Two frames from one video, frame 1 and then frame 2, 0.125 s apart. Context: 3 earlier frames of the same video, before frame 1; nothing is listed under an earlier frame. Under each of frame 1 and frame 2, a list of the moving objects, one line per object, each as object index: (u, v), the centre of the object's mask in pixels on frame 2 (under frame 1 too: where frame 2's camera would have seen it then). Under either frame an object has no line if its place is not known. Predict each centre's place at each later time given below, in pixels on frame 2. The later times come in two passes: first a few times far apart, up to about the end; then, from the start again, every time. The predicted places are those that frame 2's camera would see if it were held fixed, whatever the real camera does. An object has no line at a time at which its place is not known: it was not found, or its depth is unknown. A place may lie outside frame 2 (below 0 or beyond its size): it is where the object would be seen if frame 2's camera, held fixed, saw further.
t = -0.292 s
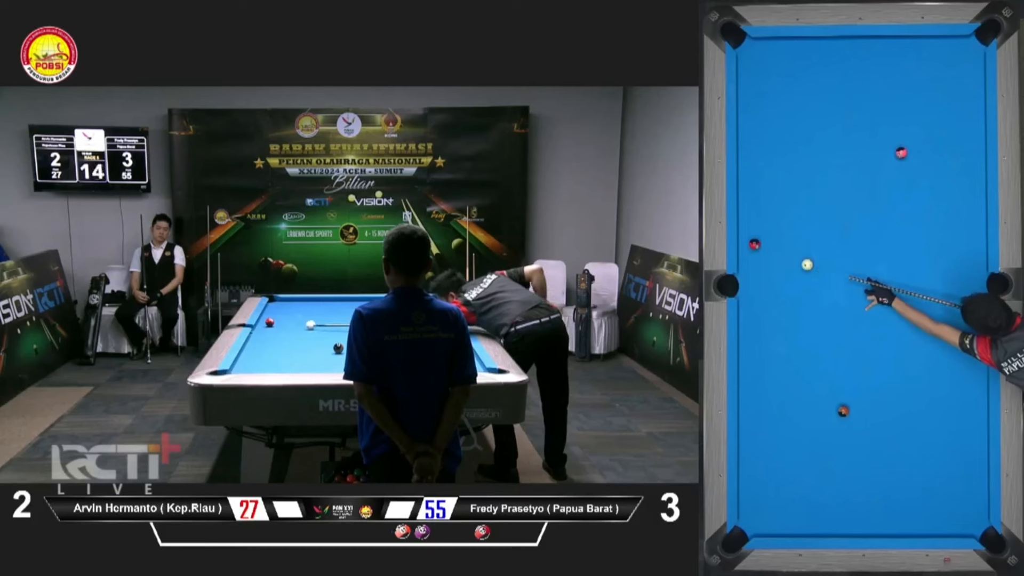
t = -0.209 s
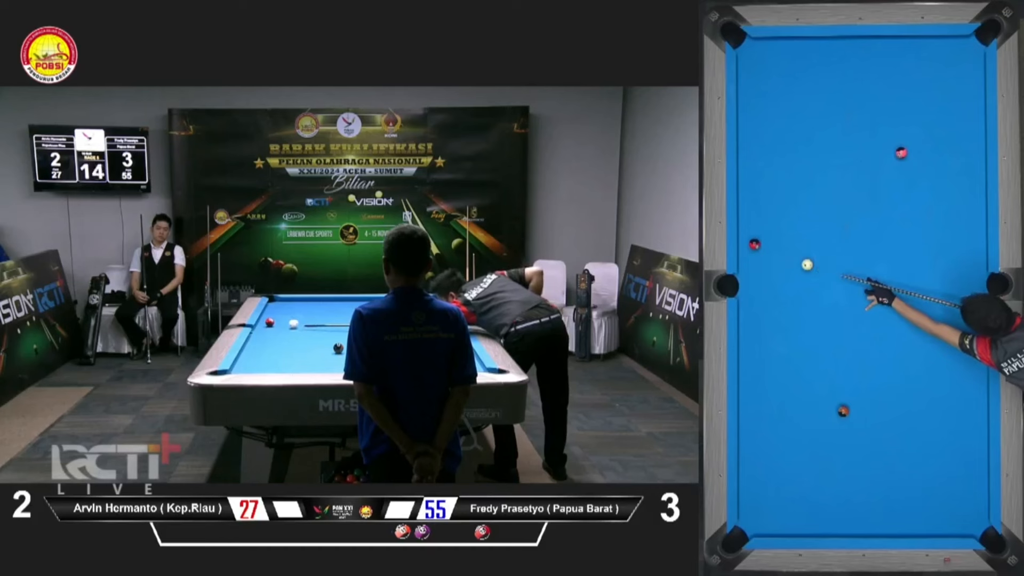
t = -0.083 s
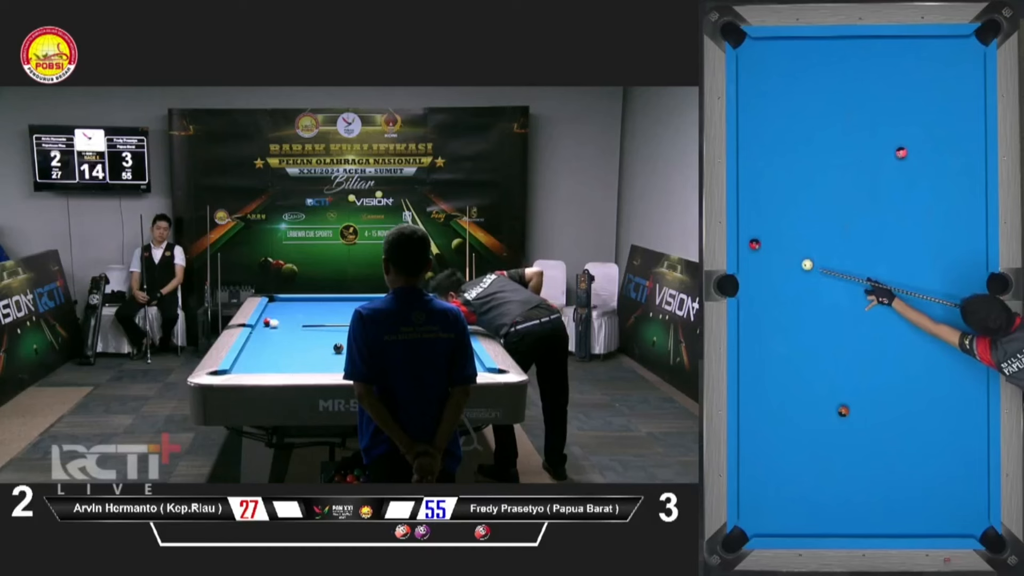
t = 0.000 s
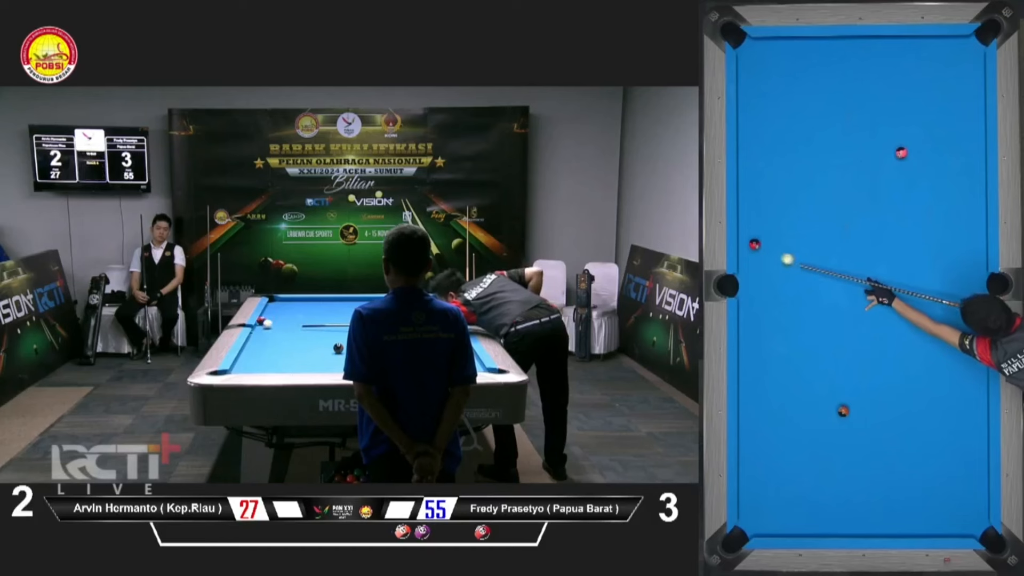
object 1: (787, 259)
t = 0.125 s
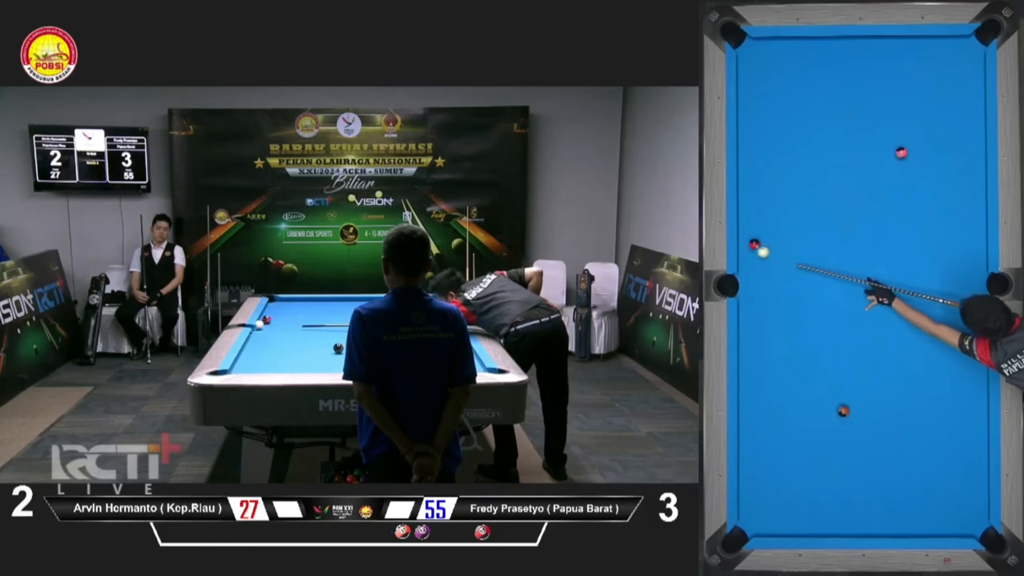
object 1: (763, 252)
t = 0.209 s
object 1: (753, 258)
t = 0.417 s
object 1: (750, 275)
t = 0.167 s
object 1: (757, 256)
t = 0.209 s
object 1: (753, 258)
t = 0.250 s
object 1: (748, 261)
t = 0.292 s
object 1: (744, 263)
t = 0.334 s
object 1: (744, 267)
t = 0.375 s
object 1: (747, 270)
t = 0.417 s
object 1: (750, 275)
